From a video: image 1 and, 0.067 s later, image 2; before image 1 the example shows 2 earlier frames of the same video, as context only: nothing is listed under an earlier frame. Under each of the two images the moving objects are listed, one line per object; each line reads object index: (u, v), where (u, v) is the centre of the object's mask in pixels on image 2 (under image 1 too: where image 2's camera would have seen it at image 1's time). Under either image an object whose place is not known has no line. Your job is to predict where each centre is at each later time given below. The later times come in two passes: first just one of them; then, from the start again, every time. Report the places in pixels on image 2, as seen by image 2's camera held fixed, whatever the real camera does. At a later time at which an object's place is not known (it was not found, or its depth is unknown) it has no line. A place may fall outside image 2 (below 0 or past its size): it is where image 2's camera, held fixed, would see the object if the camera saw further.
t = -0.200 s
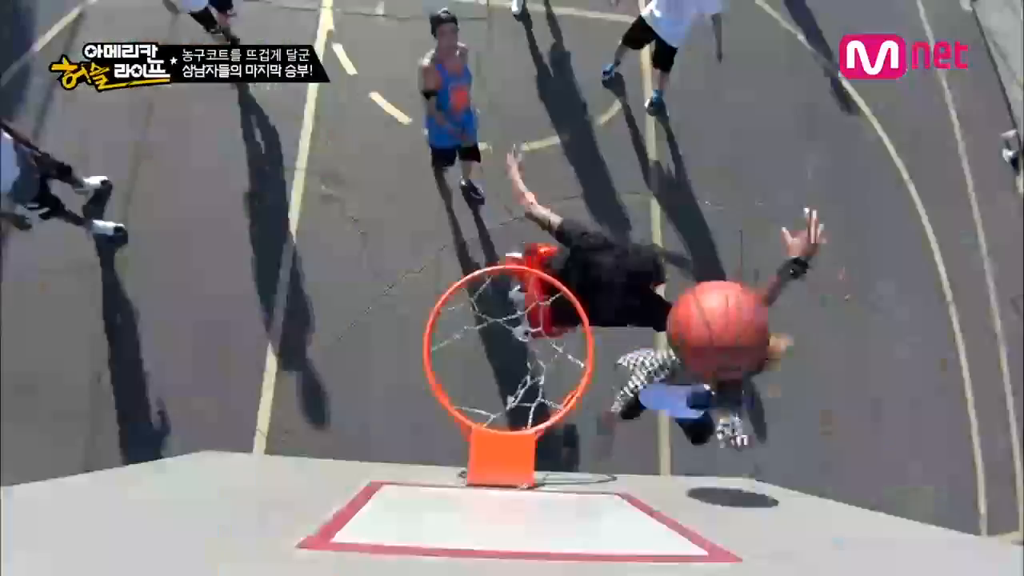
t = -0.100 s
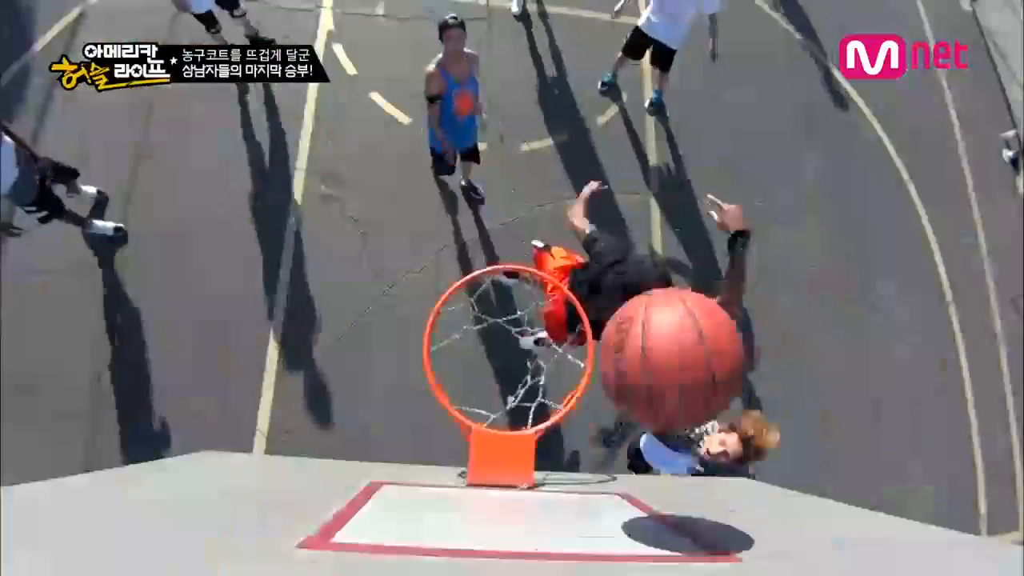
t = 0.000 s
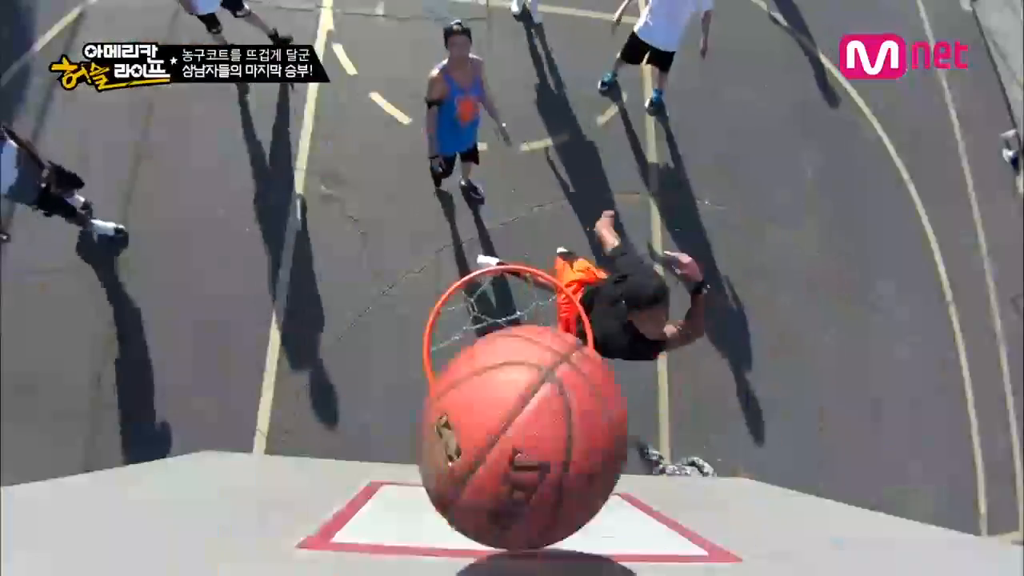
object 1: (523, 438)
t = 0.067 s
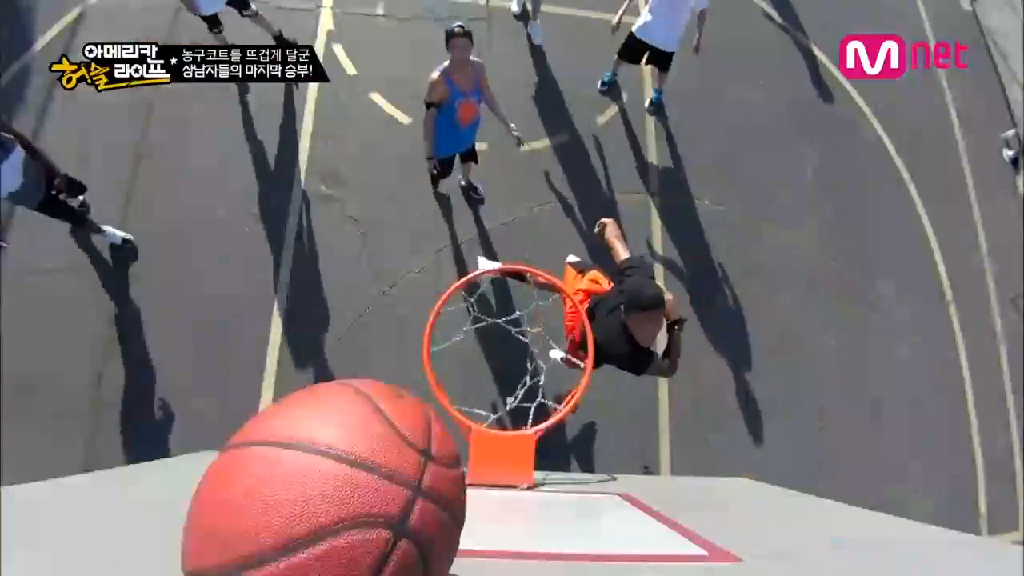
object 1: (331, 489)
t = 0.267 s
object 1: (110, 280)
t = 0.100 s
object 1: (266, 471)
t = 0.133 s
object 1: (207, 441)
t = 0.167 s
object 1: (164, 393)
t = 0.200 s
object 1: (136, 348)
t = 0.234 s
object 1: (120, 311)
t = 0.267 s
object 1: (110, 280)
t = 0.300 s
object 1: (104, 257)
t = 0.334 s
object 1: (103, 244)
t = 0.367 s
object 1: (110, 233)
